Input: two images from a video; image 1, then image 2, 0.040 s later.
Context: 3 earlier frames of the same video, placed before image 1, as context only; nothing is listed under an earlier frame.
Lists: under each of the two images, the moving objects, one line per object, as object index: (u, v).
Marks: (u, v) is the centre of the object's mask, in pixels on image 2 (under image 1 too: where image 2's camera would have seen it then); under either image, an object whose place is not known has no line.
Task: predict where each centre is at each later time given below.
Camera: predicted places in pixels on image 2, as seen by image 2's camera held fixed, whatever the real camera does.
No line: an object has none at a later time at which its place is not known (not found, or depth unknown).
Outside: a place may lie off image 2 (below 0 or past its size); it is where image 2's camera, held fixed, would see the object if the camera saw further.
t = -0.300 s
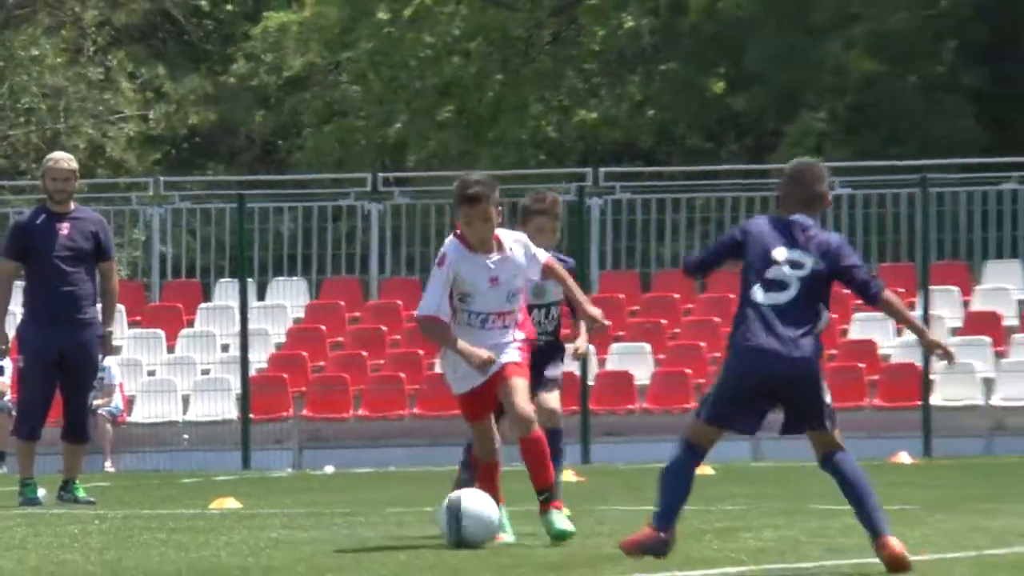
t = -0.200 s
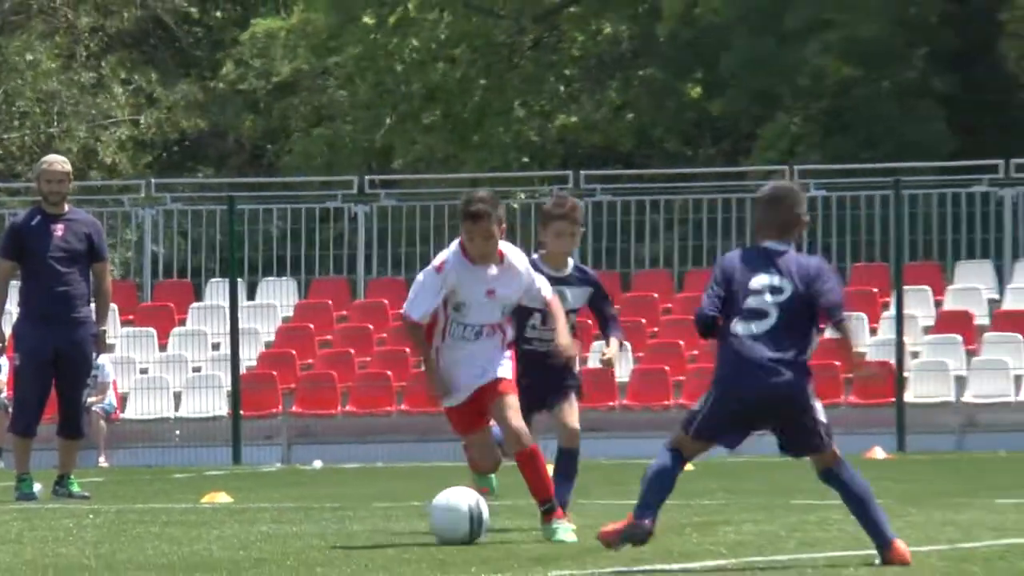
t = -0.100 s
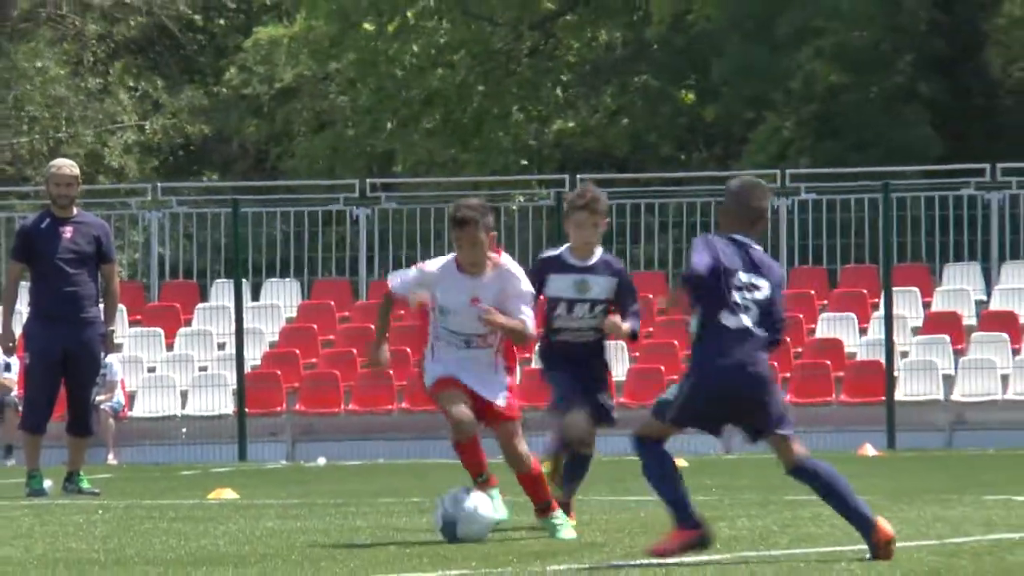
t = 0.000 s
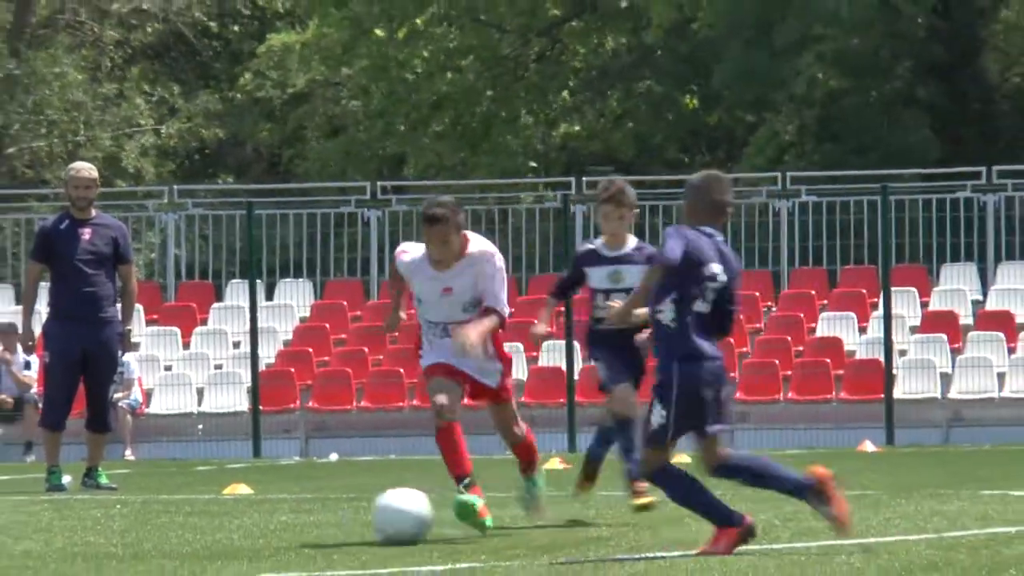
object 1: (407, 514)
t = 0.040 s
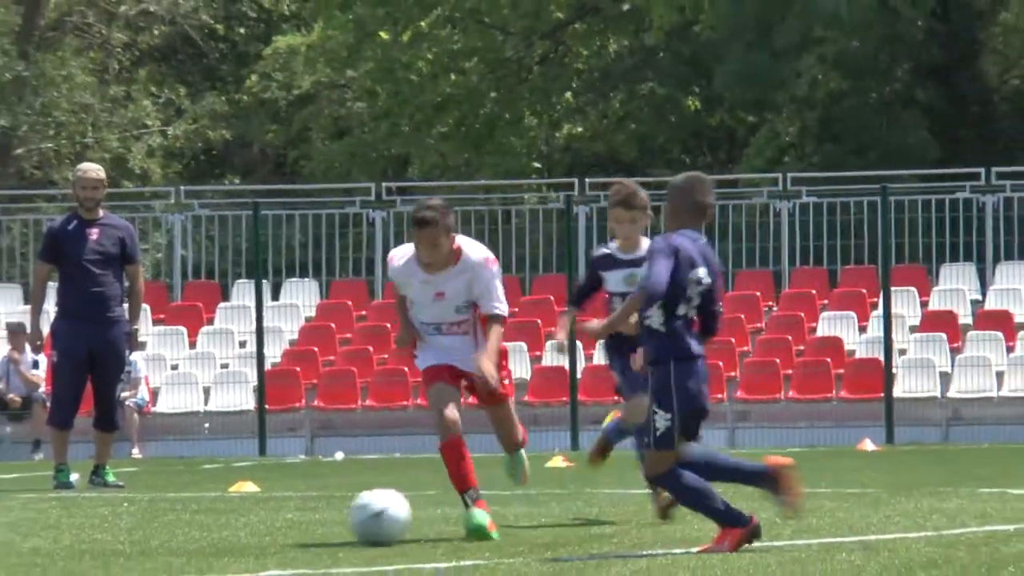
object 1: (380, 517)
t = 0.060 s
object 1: (365, 519)
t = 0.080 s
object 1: (350, 522)
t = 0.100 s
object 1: (337, 522)
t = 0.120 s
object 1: (325, 523)
